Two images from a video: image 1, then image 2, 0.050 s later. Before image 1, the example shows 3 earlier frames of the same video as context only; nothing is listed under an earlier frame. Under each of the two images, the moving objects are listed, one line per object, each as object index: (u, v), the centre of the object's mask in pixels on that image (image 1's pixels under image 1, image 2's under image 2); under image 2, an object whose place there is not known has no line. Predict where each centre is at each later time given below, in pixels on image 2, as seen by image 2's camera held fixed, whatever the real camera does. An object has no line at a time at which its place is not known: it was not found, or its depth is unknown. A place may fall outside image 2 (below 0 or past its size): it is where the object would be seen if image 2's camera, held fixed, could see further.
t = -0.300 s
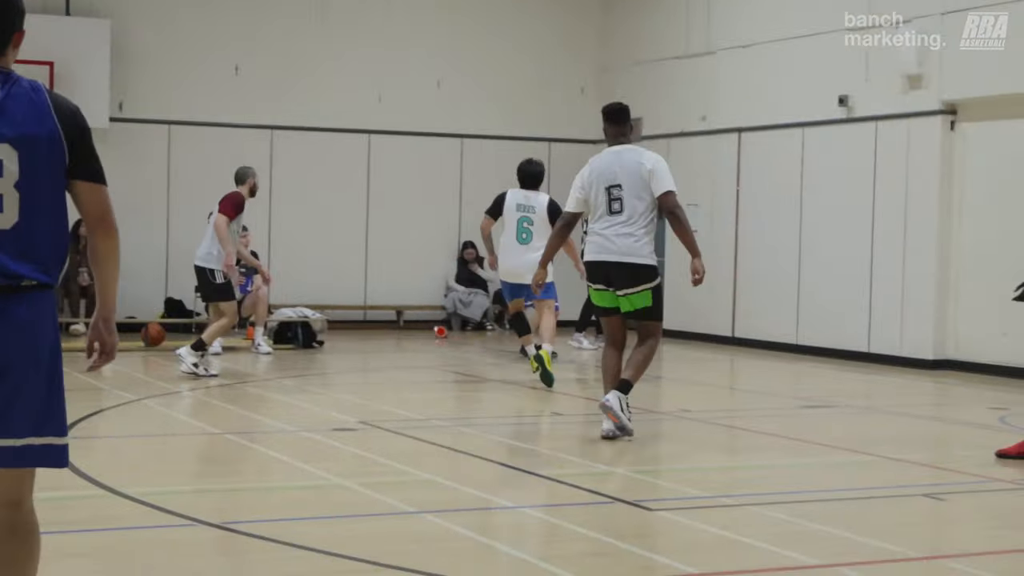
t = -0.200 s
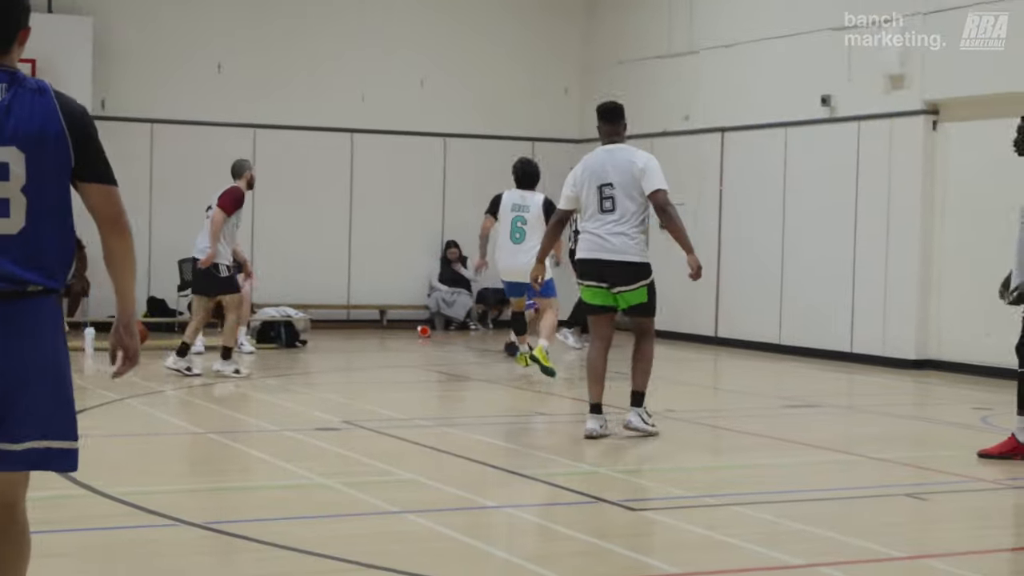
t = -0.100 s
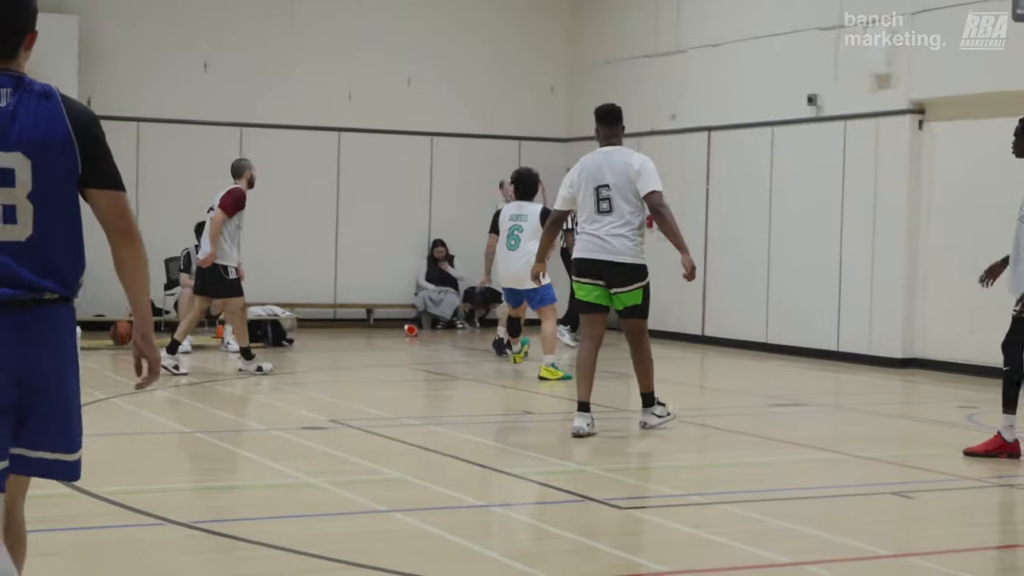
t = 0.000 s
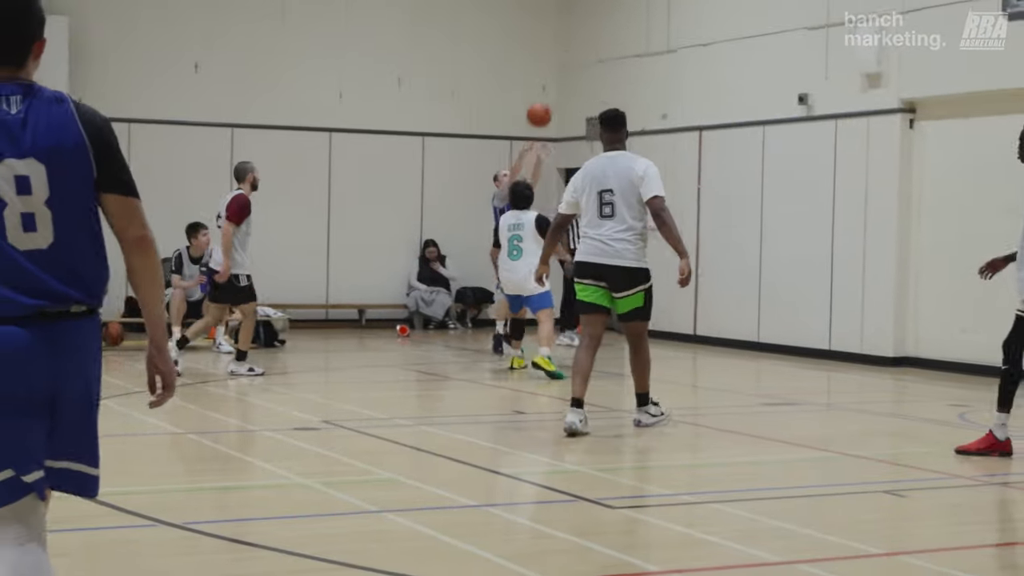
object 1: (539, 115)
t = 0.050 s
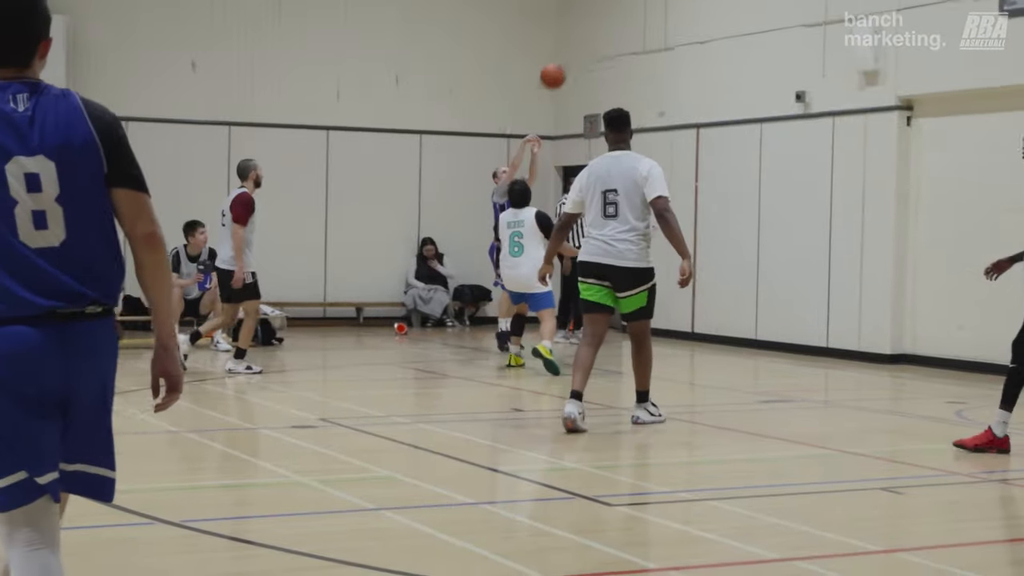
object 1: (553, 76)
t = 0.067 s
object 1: (558, 65)
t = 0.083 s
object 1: (563, 53)
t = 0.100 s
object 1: (568, 42)
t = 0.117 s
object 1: (574, 30)
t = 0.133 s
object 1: (579, 19)
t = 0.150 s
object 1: (584, 11)
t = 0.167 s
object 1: (590, 6)
